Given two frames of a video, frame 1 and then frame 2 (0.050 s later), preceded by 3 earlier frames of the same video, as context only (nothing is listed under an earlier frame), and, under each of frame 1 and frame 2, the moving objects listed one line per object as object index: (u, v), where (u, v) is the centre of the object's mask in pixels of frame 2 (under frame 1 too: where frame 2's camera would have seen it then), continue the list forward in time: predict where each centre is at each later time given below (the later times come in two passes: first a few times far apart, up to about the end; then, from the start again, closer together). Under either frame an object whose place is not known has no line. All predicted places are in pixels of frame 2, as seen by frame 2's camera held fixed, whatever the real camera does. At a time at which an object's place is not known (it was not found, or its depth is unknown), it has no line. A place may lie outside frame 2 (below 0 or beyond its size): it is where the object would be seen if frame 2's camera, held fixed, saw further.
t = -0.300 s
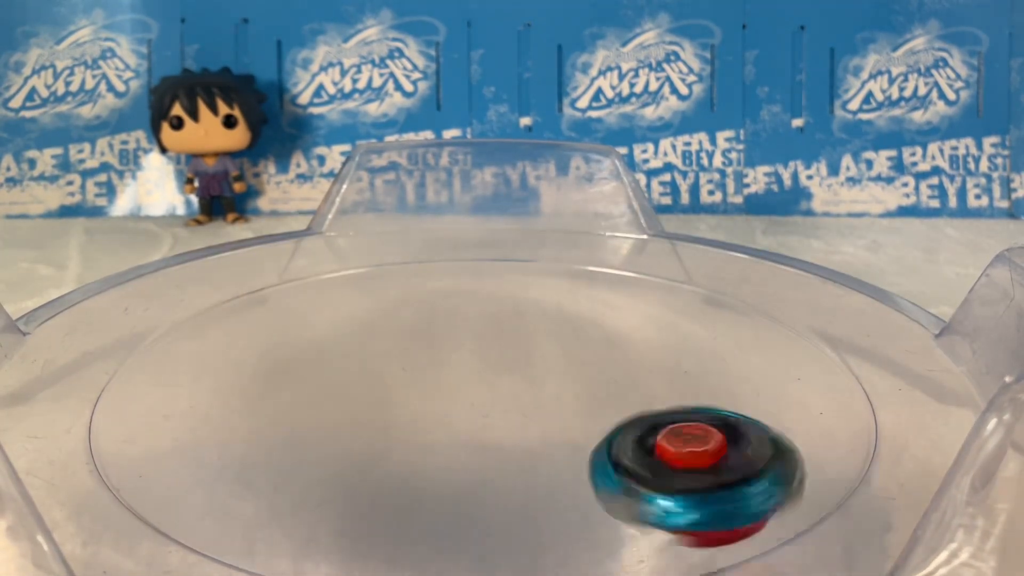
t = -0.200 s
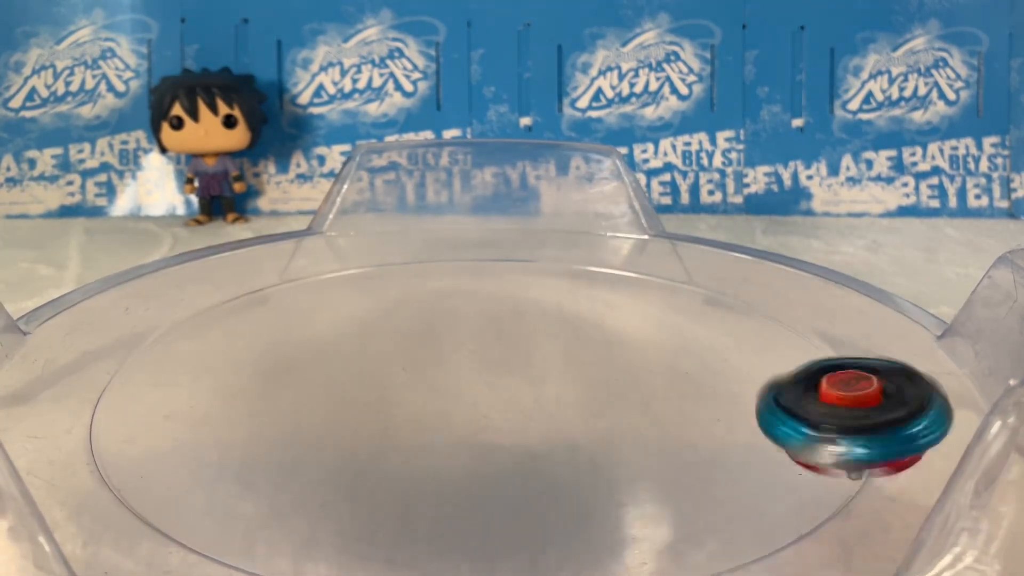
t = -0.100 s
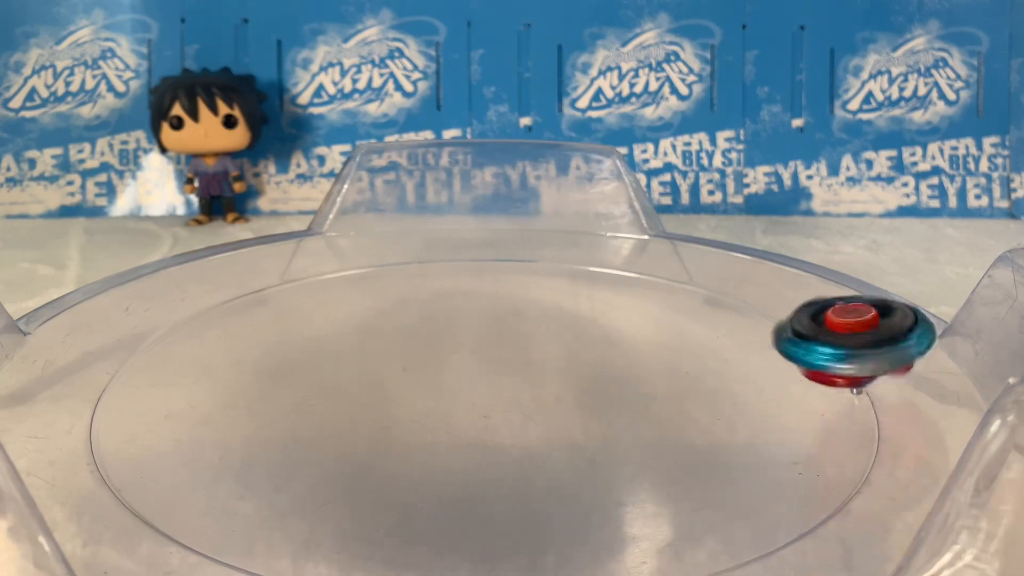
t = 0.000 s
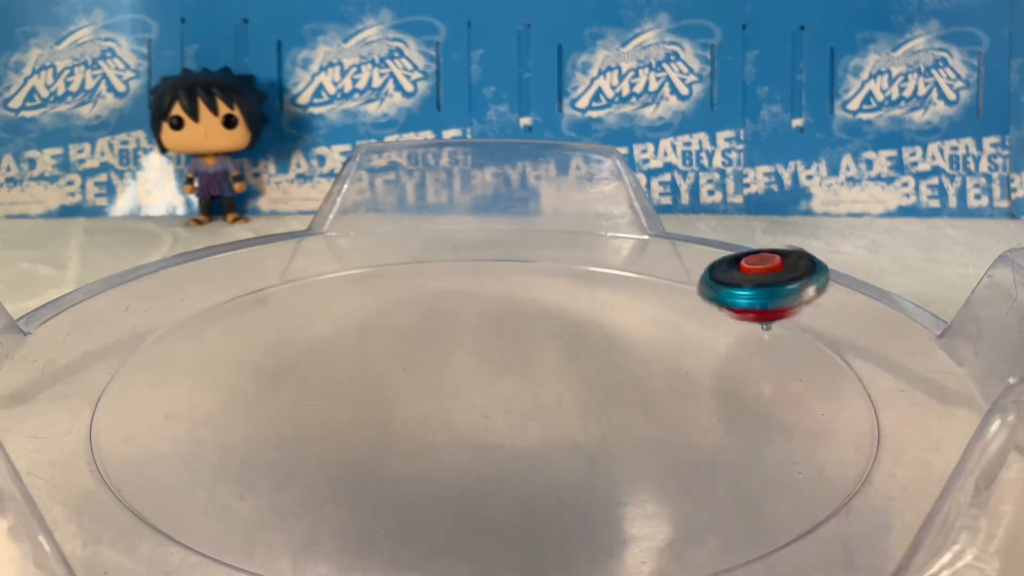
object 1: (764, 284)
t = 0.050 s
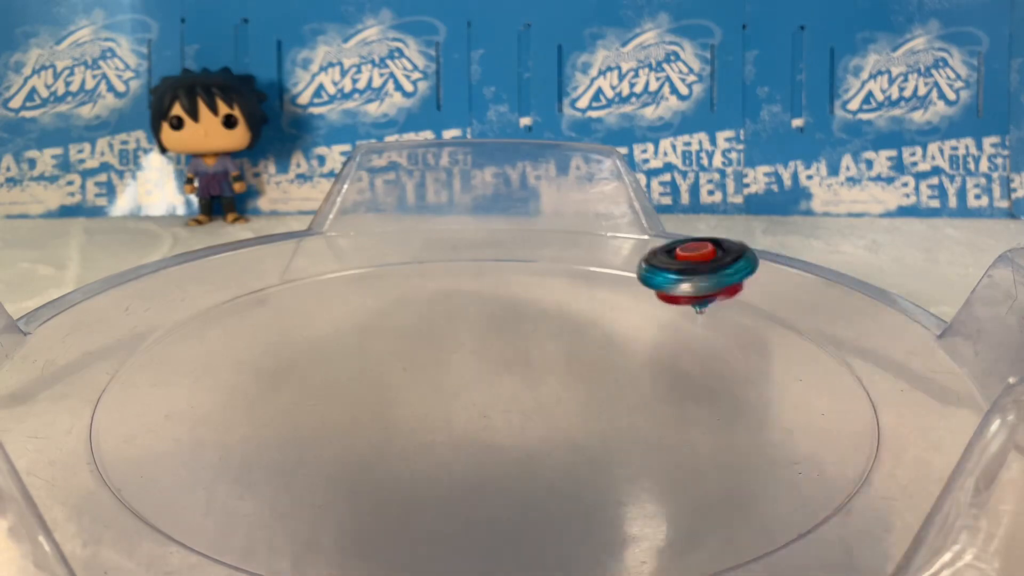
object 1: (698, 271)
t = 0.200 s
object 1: (476, 282)
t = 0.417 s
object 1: (267, 366)
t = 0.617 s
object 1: (416, 433)
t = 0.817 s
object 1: (765, 387)
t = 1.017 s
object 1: (672, 293)
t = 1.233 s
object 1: (378, 268)
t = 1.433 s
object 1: (149, 307)
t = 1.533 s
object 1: (185, 371)
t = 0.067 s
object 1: (674, 268)
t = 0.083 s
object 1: (651, 266)
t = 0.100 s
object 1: (626, 266)
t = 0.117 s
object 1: (601, 266)
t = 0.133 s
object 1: (576, 267)
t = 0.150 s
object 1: (551, 270)
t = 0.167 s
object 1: (526, 273)
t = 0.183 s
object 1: (501, 277)
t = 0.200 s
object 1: (476, 282)
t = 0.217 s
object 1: (453, 287)
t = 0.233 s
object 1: (430, 291)
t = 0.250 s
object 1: (408, 296)
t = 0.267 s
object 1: (387, 302)
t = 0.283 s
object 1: (366, 309)
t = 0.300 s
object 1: (347, 317)
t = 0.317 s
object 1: (330, 324)
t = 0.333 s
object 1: (314, 332)
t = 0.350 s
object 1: (299, 340)
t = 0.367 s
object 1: (286, 348)
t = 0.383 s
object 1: (277, 356)
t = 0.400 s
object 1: (271, 360)
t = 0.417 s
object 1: (267, 366)
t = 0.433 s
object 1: (266, 369)
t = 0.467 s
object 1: (273, 379)
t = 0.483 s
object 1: (280, 385)
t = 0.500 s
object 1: (288, 391)
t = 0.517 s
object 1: (299, 397)
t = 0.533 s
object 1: (313, 403)
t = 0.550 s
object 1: (329, 410)
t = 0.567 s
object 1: (346, 416)
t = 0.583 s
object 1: (367, 422)
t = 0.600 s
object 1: (391, 428)
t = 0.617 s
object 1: (416, 433)
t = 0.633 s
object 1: (444, 437)
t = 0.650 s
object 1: (475, 439)
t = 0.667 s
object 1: (509, 435)
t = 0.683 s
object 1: (543, 438)
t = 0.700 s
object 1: (575, 434)
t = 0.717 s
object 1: (608, 430)
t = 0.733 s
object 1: (640, 425)
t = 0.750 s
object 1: (671, 420)
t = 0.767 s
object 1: (701, 413)
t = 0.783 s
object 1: (727, 405)
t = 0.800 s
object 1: (748, 396)
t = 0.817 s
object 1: (765, 387)
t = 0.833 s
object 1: (776, 377)
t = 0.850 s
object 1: (783, 368)
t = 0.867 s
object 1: (785, 358)
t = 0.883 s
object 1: (784, 349)
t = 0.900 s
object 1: (778, 340)
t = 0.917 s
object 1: (770, 332)
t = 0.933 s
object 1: (759, 324)
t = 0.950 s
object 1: (746, 316)
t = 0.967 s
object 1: (729, 309)
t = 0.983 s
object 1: (712, 303)
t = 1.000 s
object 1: (692, 298)
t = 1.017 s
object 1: (672, 293)
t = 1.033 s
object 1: (650, 288)
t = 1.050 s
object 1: (628, 285)
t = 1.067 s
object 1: (605, 281)
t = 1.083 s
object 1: (583, 278)
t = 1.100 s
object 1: (560, 276)
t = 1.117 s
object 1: (537, 273)
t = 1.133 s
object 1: (514, 272)
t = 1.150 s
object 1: (491, 270)
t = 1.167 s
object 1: (468, 269)
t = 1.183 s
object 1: (445, 268)
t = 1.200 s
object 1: (423, 268)
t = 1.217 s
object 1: (400, 268)
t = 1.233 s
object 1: (378, 268)
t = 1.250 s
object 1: (356, 269)
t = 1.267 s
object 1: (335, 270)
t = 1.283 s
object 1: (313, 272)
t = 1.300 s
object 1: (292, 273)
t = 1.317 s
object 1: (271, 276)
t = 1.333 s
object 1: (251, 279)
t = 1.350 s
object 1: (231, 283)
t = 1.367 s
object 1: (211, 287)
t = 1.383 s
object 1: (192, 291)
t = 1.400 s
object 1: (173, 296)
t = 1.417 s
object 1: (156, 301)
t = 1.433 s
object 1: (149, 307)
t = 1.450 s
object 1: (147, 315)
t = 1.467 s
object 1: (148, 327)
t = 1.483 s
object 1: (154, 340)
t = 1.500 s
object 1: (162, 351)
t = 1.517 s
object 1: (173, 360)
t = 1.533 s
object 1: (185, 371)
